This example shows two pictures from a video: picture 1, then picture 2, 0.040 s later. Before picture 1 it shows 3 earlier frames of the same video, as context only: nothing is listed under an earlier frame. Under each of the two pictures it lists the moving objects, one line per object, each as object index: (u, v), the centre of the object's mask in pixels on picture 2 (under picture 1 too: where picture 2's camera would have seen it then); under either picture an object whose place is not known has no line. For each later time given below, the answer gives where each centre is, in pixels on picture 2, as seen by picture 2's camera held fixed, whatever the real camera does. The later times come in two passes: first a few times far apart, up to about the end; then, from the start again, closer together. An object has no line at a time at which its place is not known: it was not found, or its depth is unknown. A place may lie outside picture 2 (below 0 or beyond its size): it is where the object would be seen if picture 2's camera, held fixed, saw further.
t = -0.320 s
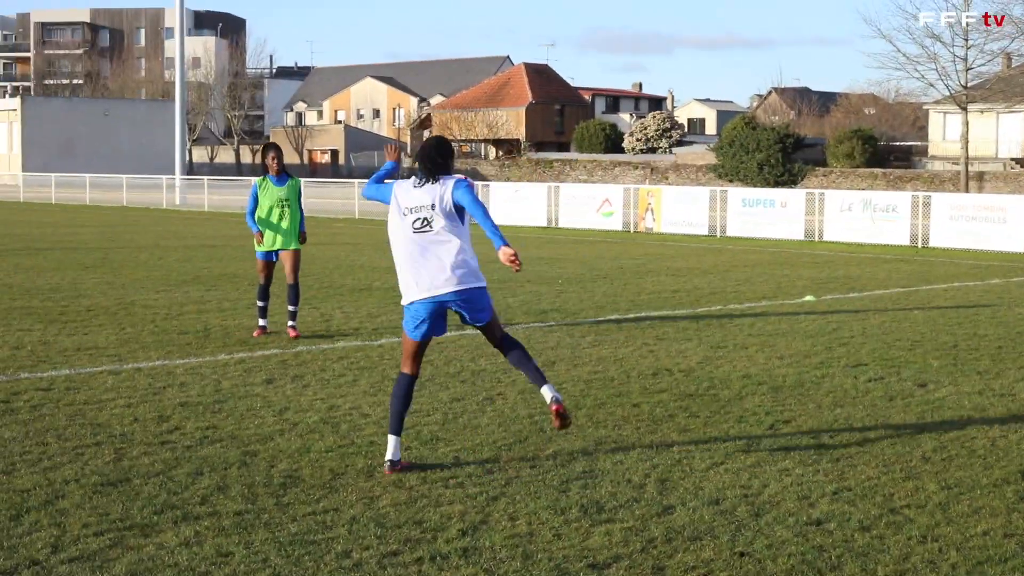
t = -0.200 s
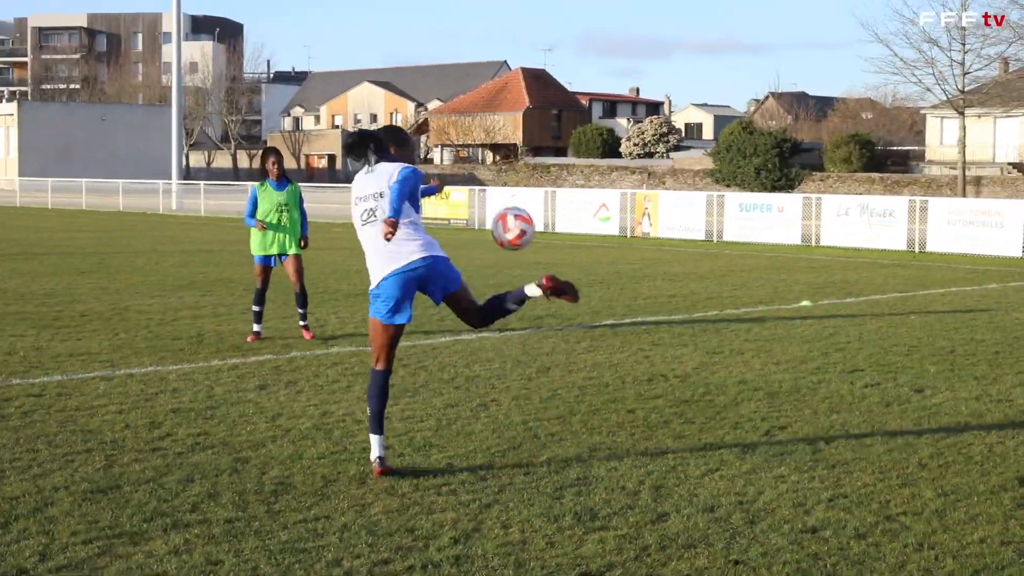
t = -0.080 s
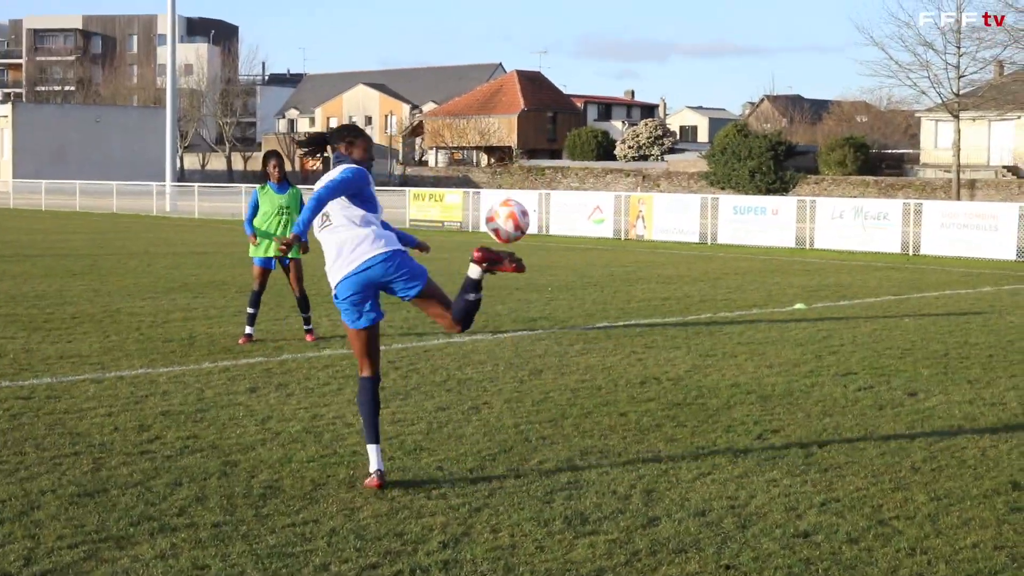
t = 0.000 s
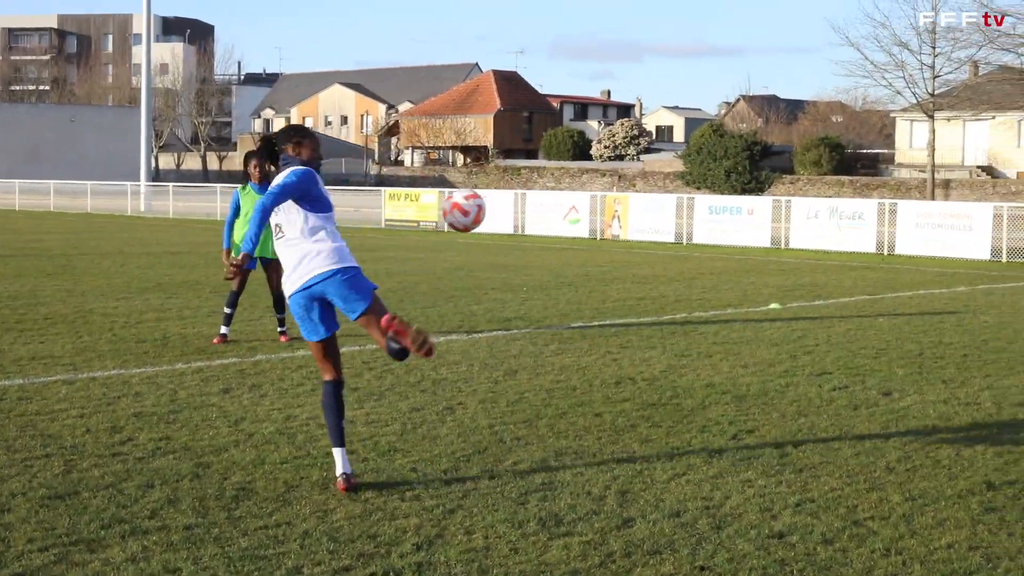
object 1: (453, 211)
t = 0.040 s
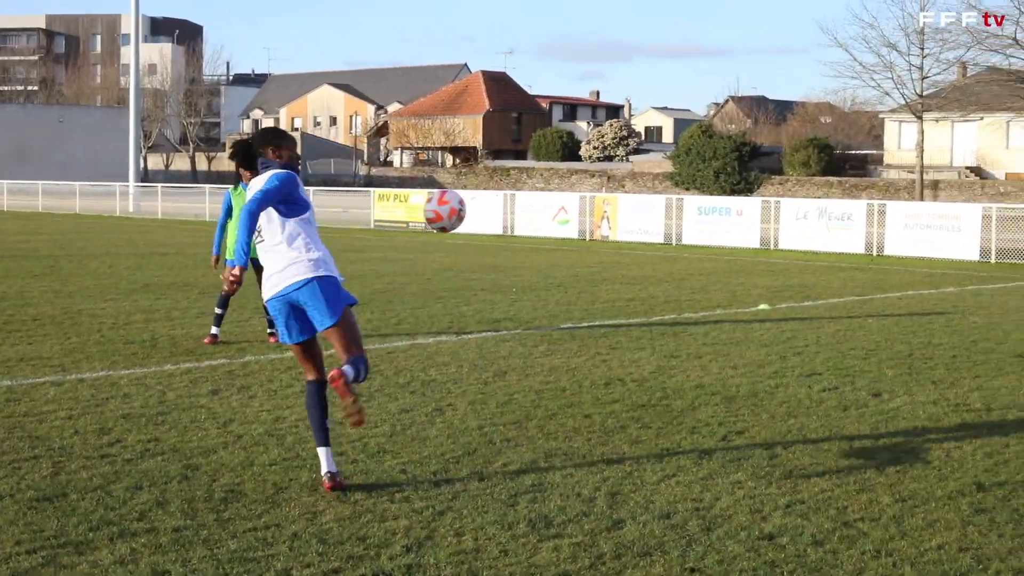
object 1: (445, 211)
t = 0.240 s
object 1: (404, 251)
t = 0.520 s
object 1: (360, 414)
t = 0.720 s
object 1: (342, 333)
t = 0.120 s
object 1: (428, 218)
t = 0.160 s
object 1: (419, 226)
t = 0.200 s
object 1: (412, 237)
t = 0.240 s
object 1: (404, 251)
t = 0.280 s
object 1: (397, 267)
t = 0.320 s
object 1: (389, 285)
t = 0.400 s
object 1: (377, 330)
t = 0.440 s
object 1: (371, 356)
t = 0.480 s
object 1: (365, 384)
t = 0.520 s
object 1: (360, 414)
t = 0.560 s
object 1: (355, 403)
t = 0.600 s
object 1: (351, 382)
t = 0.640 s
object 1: (348, 363)
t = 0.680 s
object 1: (345, 347)
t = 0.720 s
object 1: (342, 333)
